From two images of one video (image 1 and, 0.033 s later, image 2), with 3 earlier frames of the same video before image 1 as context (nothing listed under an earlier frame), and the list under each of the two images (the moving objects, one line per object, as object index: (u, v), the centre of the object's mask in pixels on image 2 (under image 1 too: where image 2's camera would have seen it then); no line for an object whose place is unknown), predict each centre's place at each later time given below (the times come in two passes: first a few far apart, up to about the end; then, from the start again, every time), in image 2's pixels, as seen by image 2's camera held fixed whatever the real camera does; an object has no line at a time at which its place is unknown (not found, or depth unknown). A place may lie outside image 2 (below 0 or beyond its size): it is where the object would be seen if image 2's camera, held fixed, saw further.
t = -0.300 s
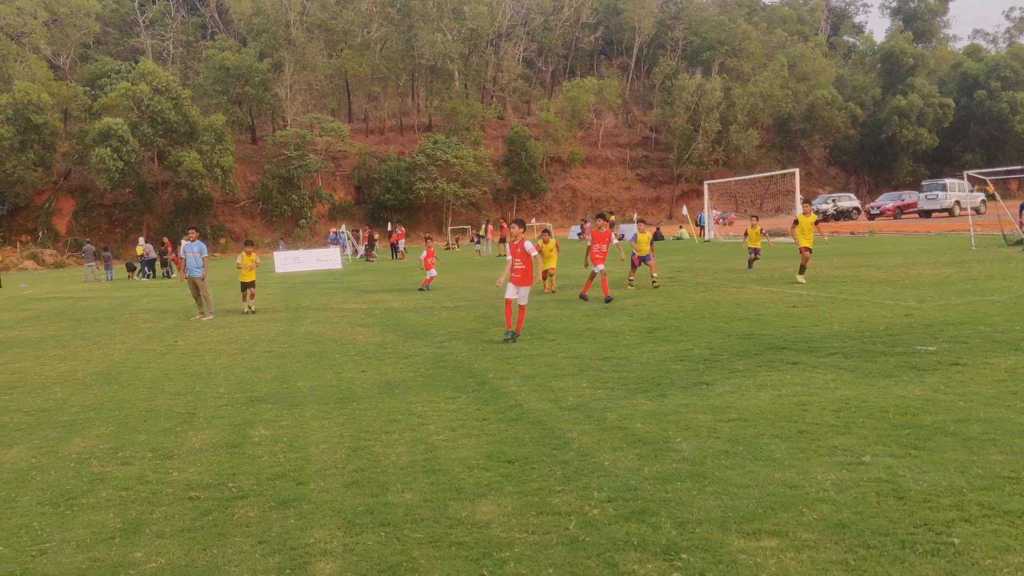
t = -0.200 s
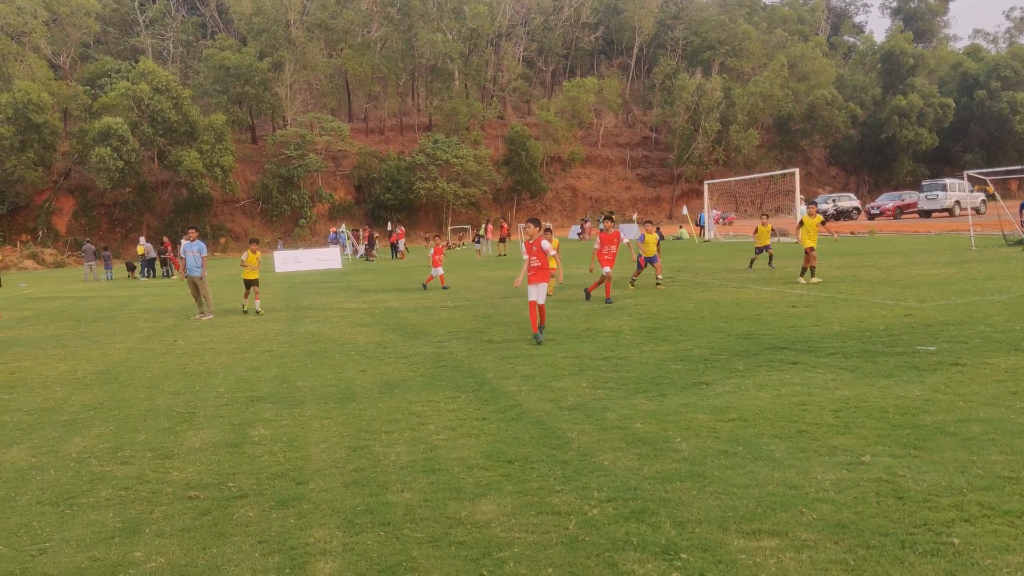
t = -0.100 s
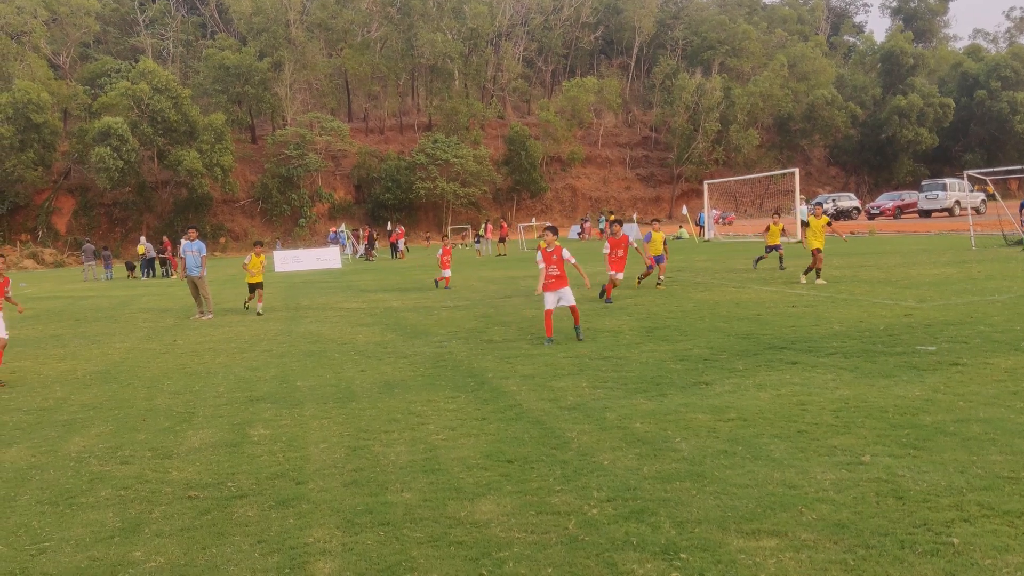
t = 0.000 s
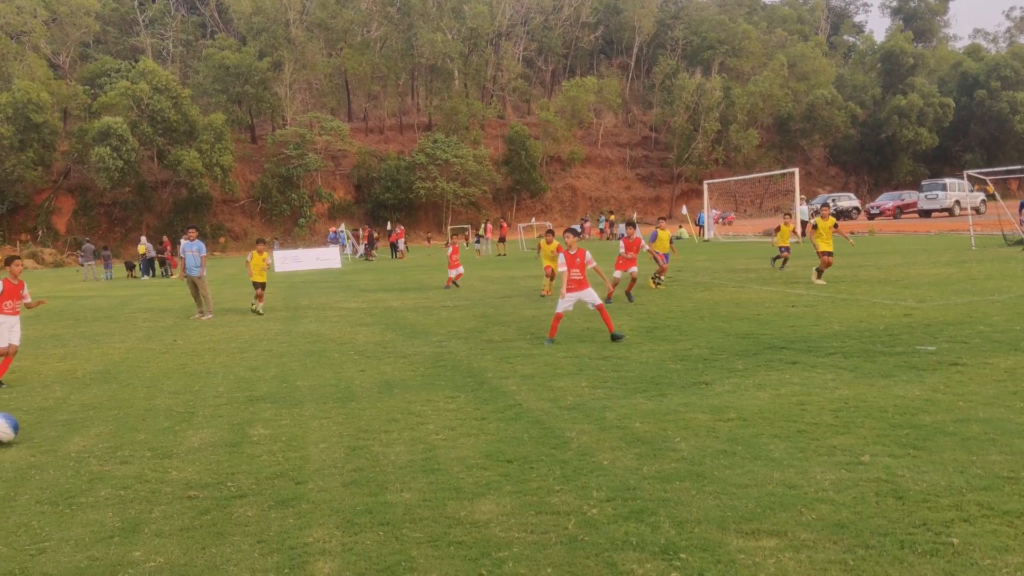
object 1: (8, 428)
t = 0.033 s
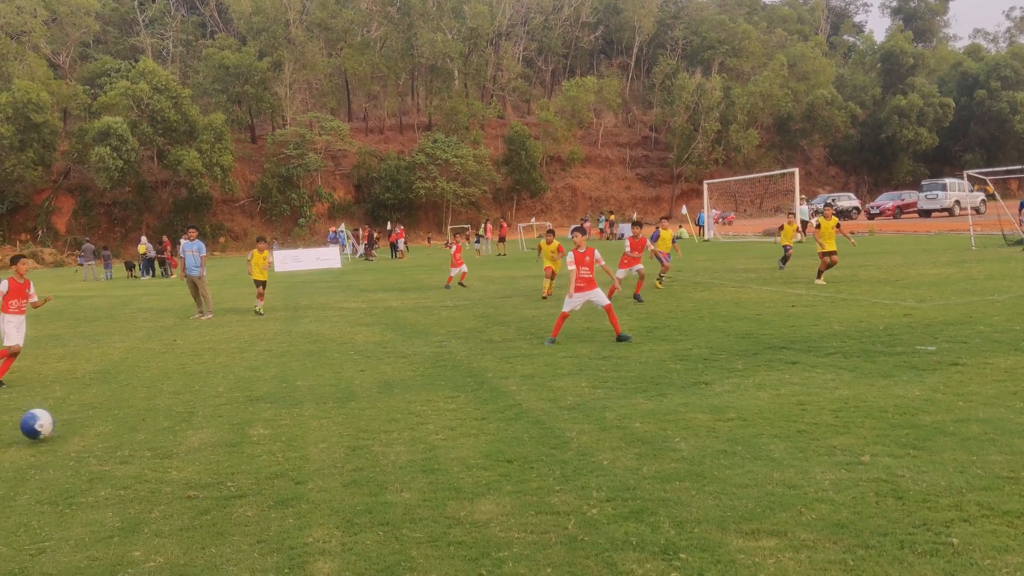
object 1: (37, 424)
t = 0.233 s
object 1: (235, 409)
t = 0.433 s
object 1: (396, 396)
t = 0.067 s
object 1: (73, 421)
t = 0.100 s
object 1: (109, 421)
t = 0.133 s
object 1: (144, 420)
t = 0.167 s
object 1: (176, 418)
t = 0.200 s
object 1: (205, 413)
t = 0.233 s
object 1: (235, 409)
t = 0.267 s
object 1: (264, 407)
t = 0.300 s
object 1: (294, 407)
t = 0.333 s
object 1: (322, 407)
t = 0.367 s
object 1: (348, 404)
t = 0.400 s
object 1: (372, 399)
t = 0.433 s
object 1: (396, 396)
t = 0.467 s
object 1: (420, 394)
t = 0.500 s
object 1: (444, 393)
